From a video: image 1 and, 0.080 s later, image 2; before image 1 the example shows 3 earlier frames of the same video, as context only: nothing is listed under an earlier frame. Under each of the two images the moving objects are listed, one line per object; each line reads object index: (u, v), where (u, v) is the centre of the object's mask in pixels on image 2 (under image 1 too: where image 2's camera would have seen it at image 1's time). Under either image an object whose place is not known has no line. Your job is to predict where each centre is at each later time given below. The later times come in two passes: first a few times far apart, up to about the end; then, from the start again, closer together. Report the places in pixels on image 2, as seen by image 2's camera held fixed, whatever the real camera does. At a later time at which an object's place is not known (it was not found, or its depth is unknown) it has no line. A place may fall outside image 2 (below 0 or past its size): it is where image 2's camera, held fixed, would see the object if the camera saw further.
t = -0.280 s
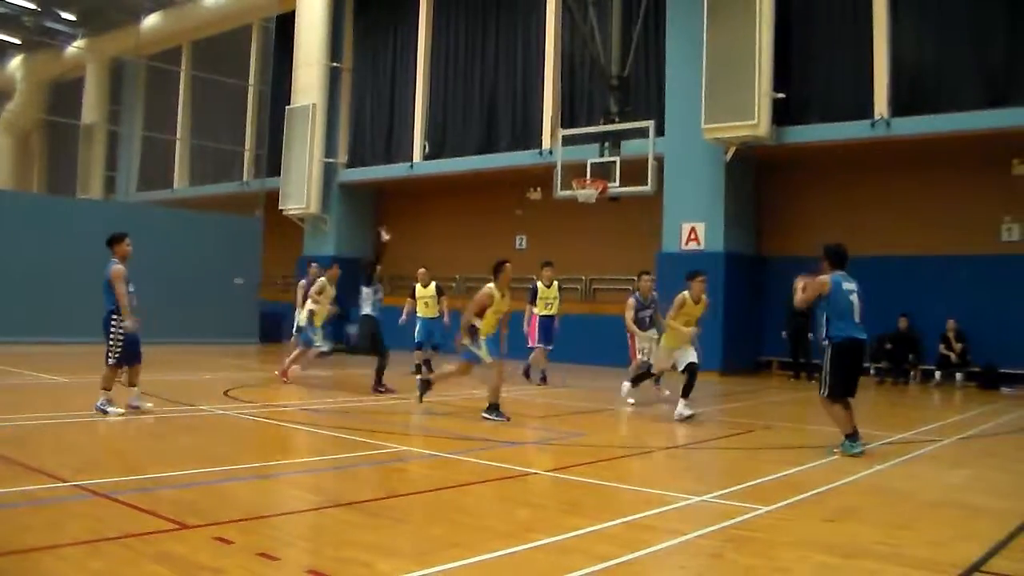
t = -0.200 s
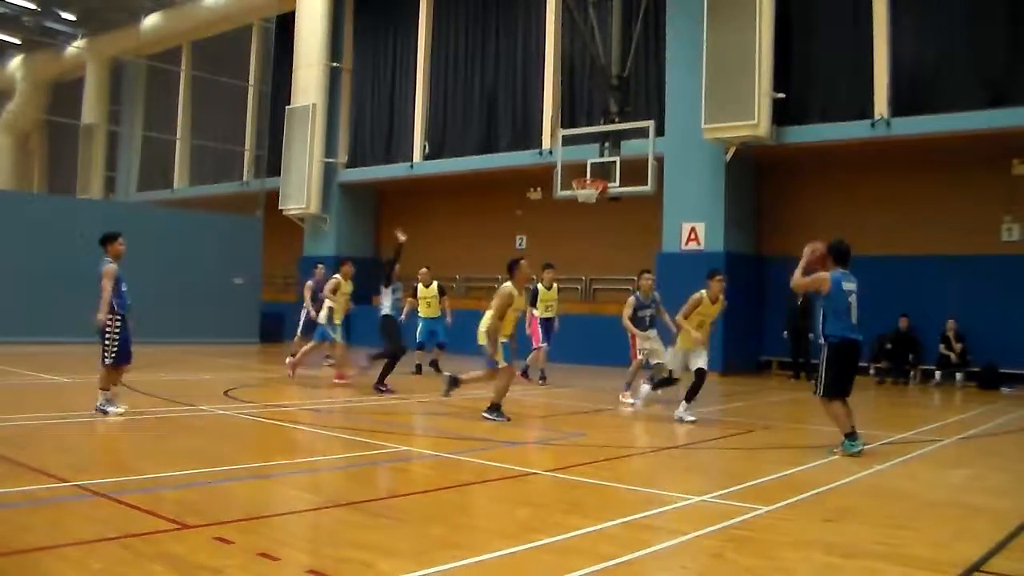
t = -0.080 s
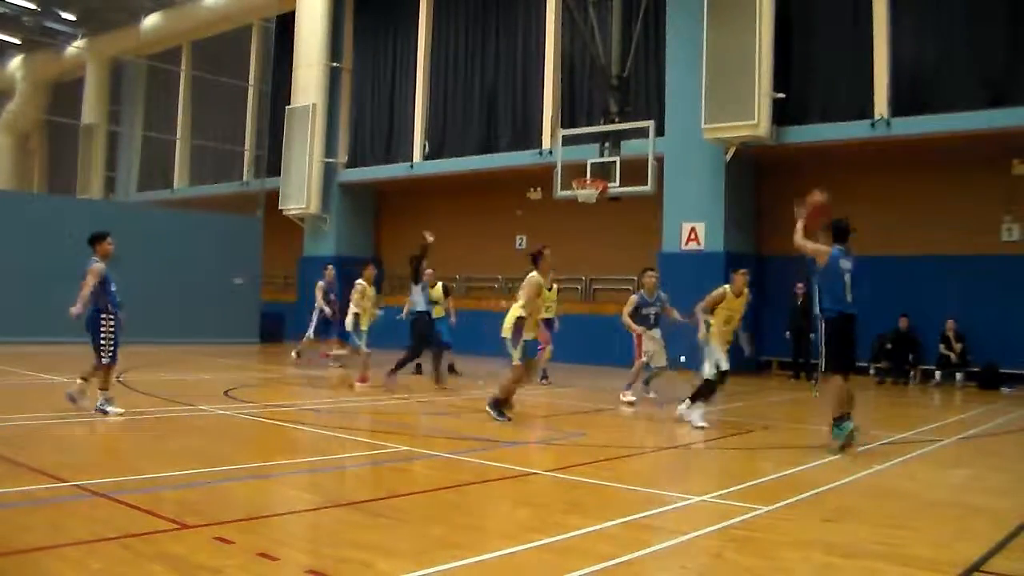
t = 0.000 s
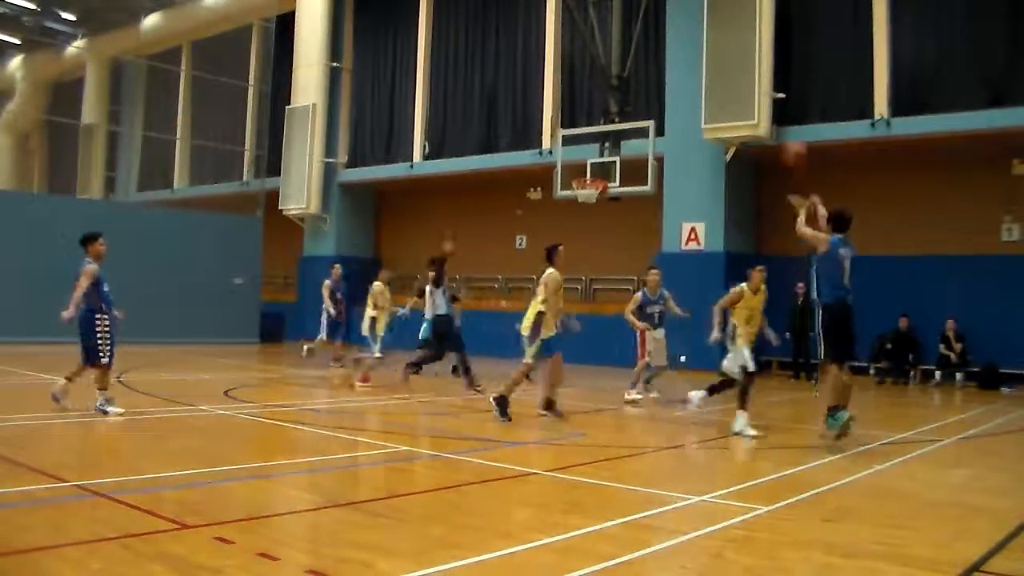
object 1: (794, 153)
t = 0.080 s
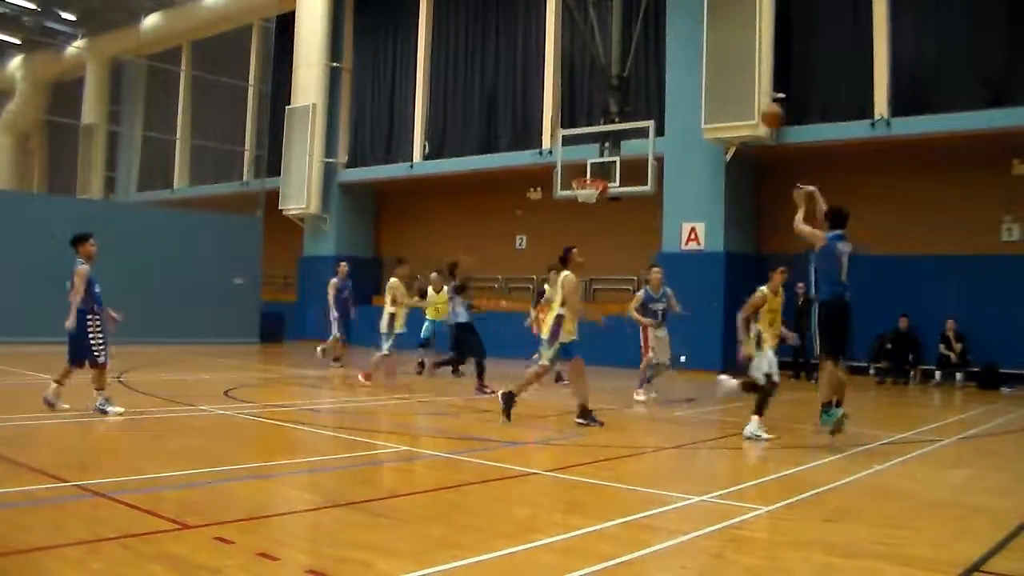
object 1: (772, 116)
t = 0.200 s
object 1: (740, 74)
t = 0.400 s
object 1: (698, 40)
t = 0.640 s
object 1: (657, 43)
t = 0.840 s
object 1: (627, 79)
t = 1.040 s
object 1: (601, 134)
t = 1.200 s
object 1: (582, 188)
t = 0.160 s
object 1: (752, 87)
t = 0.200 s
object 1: (740, 74)
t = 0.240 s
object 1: (732, 64)
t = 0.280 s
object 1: (724, 58)
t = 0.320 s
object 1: (715, 47)
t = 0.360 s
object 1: (706, 44)
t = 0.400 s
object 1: (698, 40)
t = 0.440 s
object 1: (690, 37)
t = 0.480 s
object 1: (682, 36)
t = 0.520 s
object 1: (675, 37)
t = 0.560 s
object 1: (670, 38)
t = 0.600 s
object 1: (663, 41)
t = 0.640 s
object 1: (657, 43)
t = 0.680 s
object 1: (649, 49)
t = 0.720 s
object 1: (644, 54)
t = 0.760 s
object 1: (637, 61)
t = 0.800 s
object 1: (632, 68)
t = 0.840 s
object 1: (627, 79)
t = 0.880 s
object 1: (621, 89)
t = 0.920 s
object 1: (617, 96)
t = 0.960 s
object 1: (609, 112)
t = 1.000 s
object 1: (606, 122)
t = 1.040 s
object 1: (601, 134)
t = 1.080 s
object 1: (596, 148)
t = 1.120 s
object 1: (593, 167)
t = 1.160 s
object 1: (585, 176)
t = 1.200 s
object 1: (582, 188)
